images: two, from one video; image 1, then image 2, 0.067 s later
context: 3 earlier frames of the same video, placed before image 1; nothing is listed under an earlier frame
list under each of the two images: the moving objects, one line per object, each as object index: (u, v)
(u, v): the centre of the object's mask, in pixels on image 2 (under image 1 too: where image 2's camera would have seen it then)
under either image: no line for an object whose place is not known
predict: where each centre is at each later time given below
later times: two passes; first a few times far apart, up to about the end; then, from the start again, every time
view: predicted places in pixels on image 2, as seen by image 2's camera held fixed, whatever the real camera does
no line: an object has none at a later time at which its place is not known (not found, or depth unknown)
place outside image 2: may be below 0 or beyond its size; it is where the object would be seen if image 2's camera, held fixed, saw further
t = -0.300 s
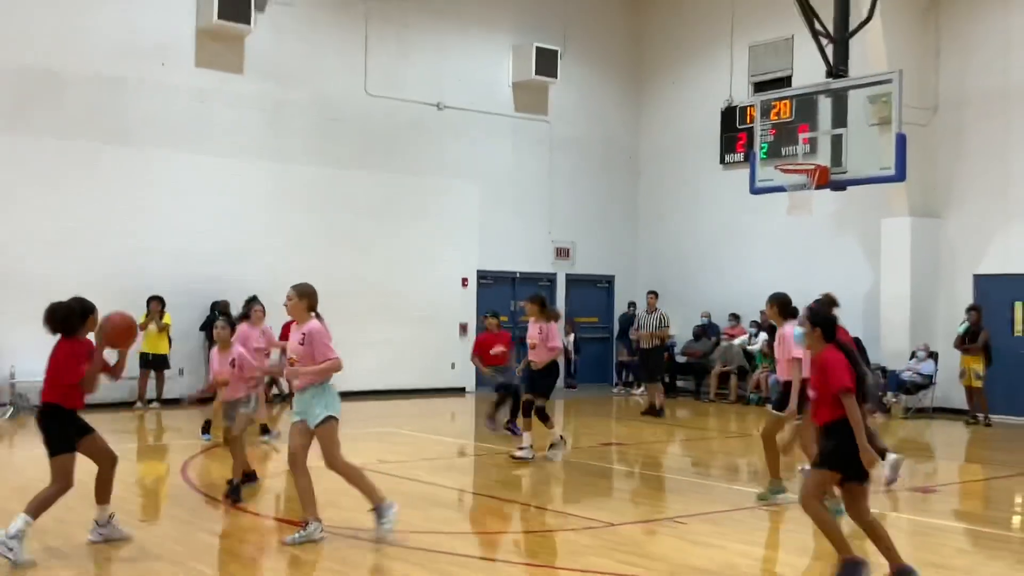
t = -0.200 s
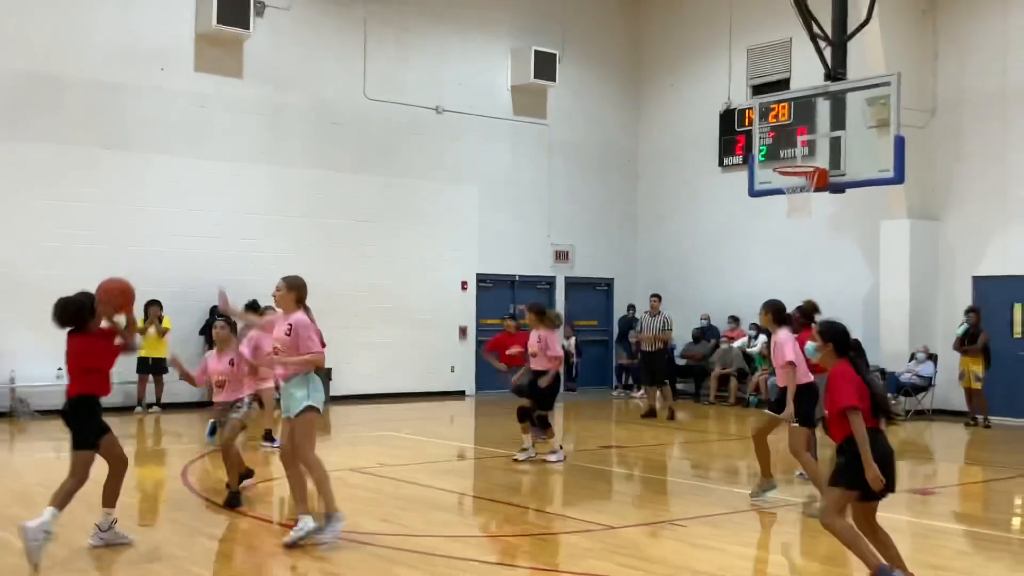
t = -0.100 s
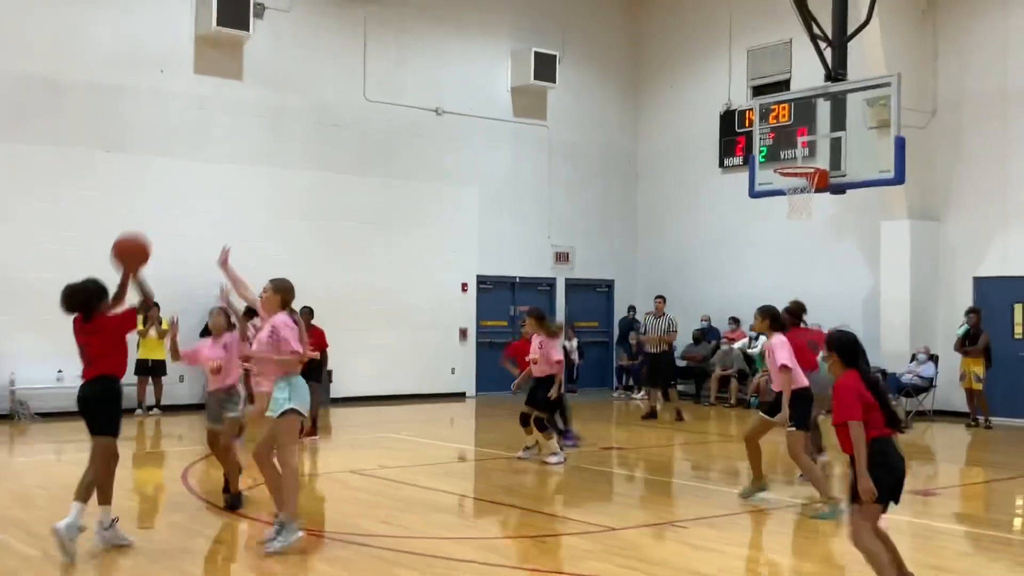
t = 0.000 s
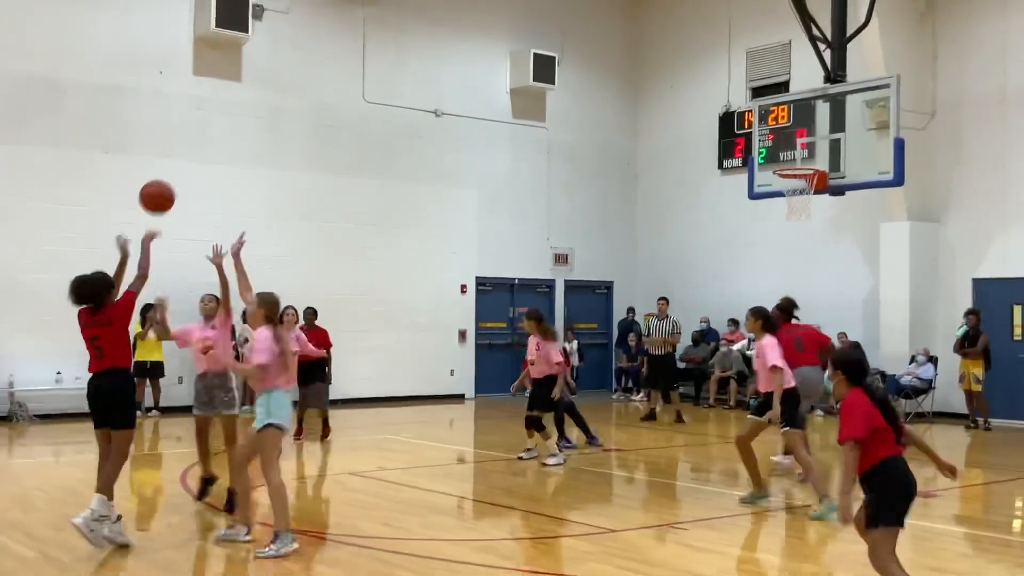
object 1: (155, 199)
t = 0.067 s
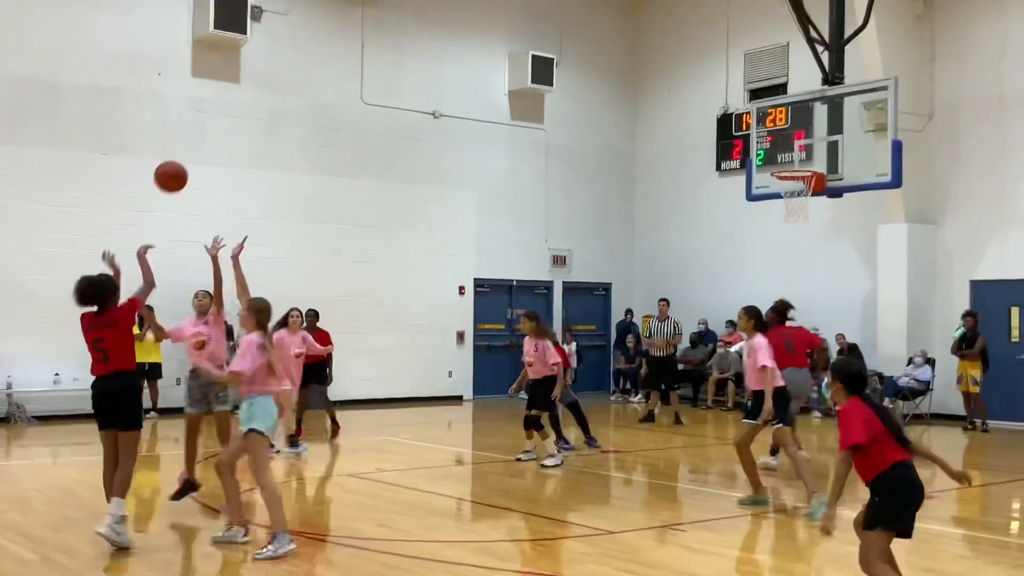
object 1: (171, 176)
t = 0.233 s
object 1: (202, 155)
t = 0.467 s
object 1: (236, 178)
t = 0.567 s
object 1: (246, 201)
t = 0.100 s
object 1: (178, 169)
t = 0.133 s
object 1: (185, 163)
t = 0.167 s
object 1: (191, 159)
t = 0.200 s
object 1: (197, 156)
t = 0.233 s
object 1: (202, 155)
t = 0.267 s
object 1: (208, 155)
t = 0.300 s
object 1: (213, 156)
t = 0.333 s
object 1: (219, 158)
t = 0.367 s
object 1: (223, 162)
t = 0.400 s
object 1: (228, 166)
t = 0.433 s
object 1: (232, 172)
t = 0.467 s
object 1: (236, 178)
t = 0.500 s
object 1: (240, 185)
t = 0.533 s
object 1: (243, 193)
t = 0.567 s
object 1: (246, 201)
